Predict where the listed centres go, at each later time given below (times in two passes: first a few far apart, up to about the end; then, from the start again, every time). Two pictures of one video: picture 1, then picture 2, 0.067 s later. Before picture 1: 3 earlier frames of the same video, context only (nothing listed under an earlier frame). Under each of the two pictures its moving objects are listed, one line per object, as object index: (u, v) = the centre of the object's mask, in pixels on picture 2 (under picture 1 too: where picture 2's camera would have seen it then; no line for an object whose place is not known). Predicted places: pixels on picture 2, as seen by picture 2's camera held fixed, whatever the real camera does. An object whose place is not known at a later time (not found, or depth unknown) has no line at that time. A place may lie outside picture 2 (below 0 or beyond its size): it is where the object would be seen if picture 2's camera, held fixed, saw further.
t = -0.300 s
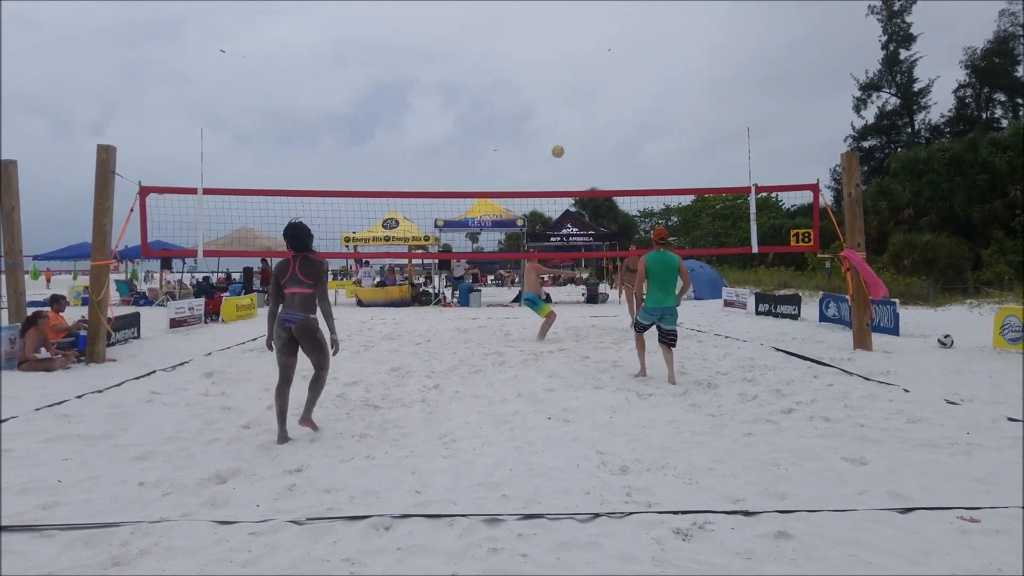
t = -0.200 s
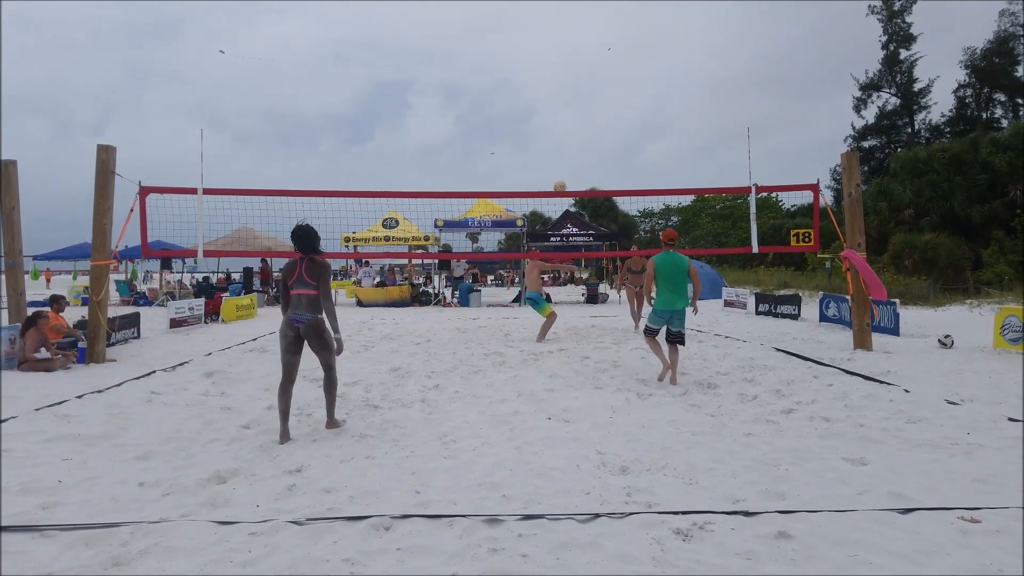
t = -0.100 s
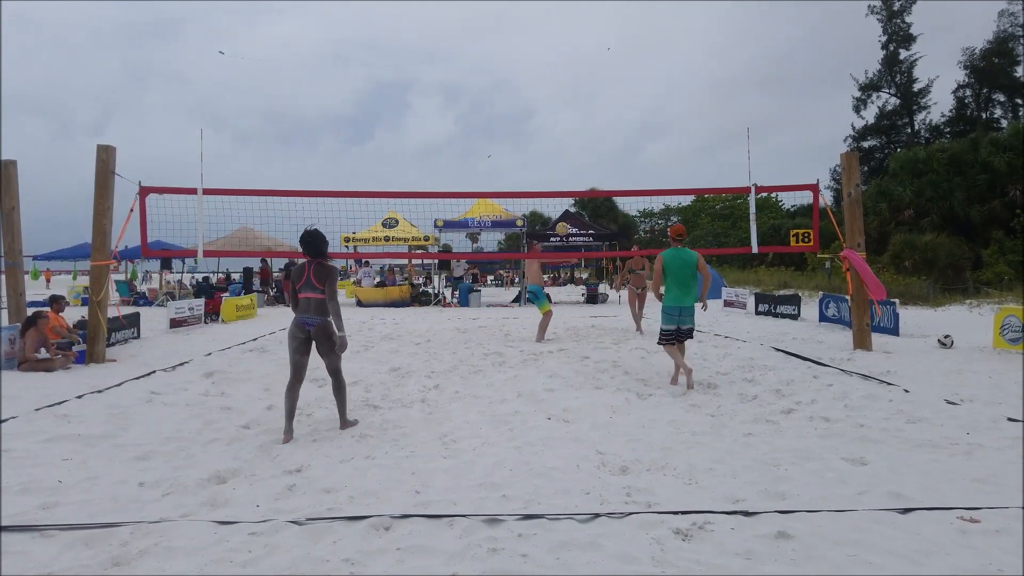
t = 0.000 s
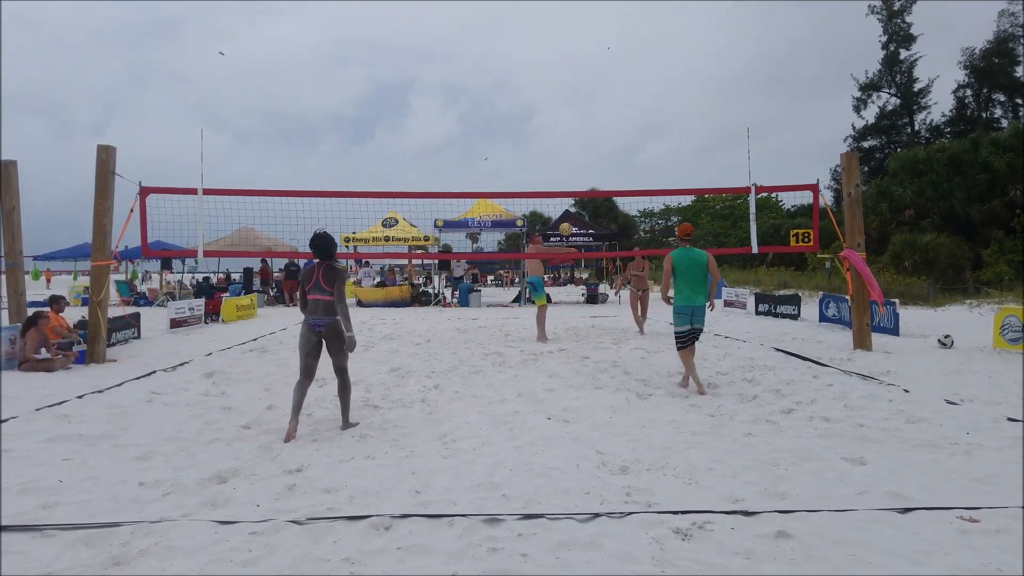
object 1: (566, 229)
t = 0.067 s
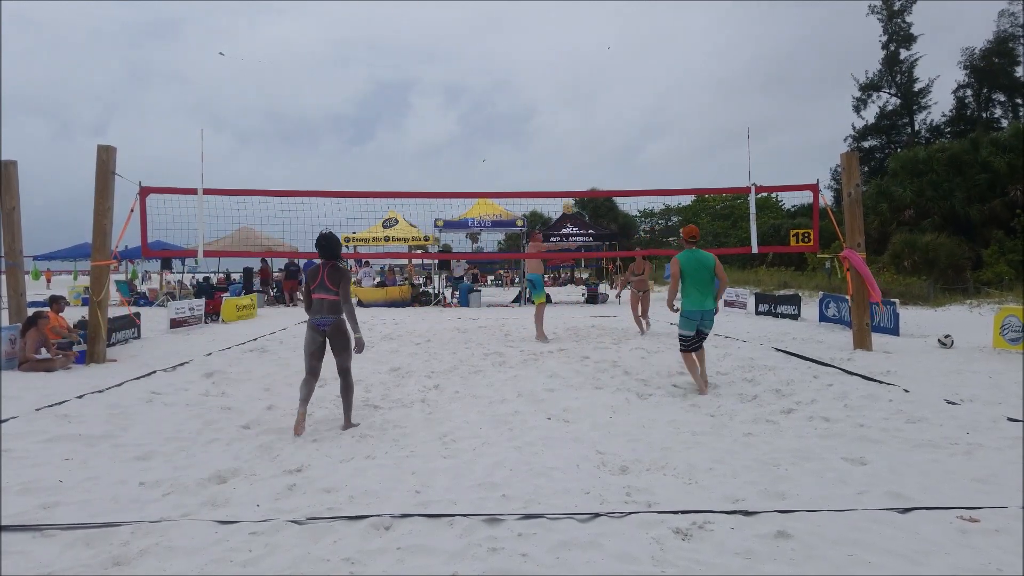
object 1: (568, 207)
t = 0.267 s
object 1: (579, 157)
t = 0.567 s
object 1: (597, 123)
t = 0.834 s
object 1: (617, 139)
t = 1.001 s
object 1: (630, 169)
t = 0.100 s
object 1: (570, 200)
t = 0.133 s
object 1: (572, 187)
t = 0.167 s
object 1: (573, 179)
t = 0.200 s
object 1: (575, 172)
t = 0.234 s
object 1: (577, 164)
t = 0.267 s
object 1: (579, 157)
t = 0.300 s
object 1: (581, 151)
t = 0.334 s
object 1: (583, 145)
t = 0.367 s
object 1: (585, 140)
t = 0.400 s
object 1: (587, 135)
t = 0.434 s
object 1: (589, 132)
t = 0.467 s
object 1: (591, 129)
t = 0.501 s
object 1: (593, 126)
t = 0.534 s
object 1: (595, 124)
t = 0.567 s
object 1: (597, 123)
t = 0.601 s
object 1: (600, 123)
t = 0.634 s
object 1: (602, 123)
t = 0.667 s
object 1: (604, 124)
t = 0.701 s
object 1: (607, 126)
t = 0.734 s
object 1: (609, 128)
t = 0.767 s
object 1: (612, 131)
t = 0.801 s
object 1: (614, 135)
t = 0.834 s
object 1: (617, 139)
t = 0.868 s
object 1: (619, 143)
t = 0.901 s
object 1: (622, 149)
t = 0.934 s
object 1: (625, 155)
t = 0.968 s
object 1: (627, 162)
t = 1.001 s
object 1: (630, 169)
